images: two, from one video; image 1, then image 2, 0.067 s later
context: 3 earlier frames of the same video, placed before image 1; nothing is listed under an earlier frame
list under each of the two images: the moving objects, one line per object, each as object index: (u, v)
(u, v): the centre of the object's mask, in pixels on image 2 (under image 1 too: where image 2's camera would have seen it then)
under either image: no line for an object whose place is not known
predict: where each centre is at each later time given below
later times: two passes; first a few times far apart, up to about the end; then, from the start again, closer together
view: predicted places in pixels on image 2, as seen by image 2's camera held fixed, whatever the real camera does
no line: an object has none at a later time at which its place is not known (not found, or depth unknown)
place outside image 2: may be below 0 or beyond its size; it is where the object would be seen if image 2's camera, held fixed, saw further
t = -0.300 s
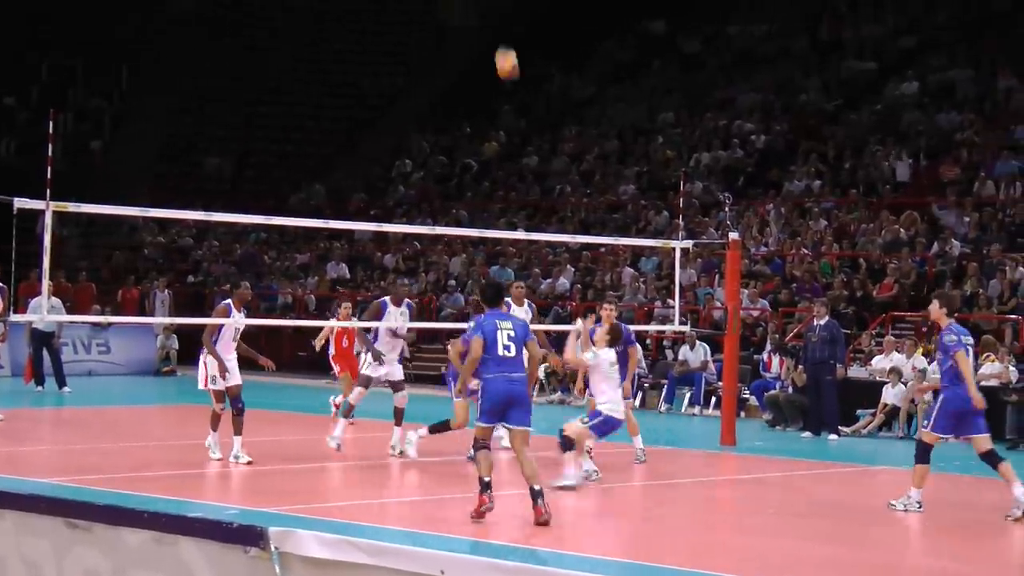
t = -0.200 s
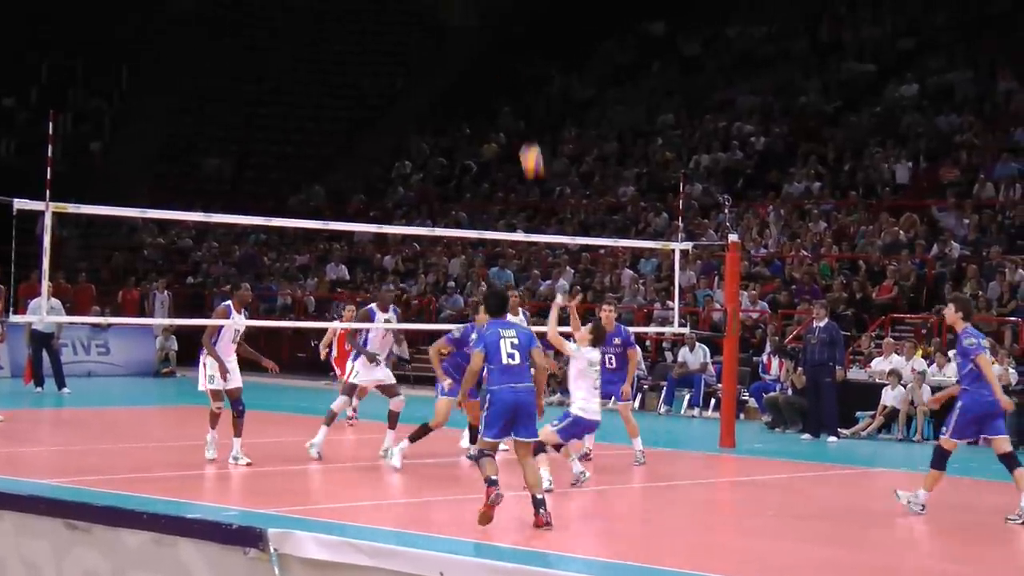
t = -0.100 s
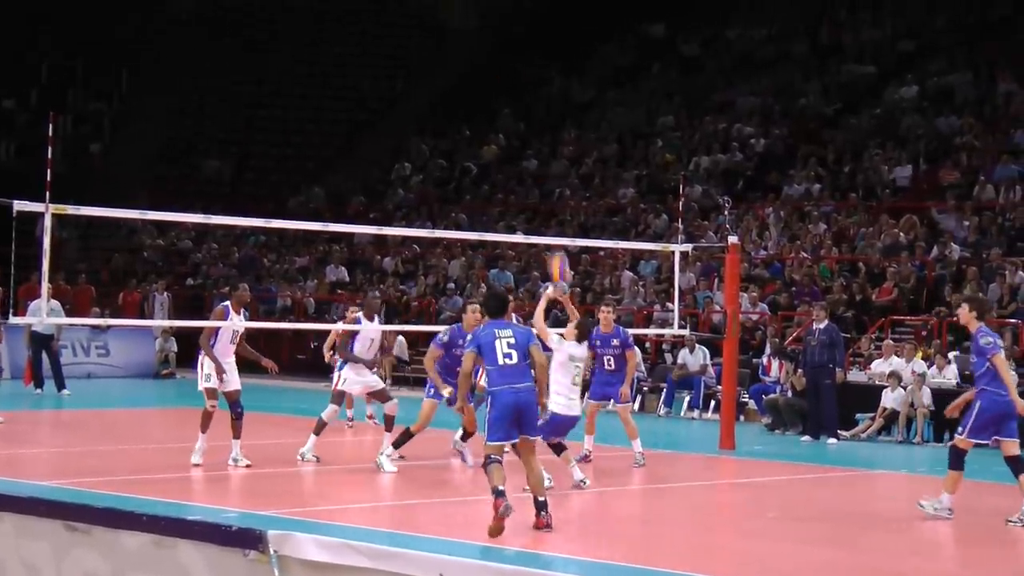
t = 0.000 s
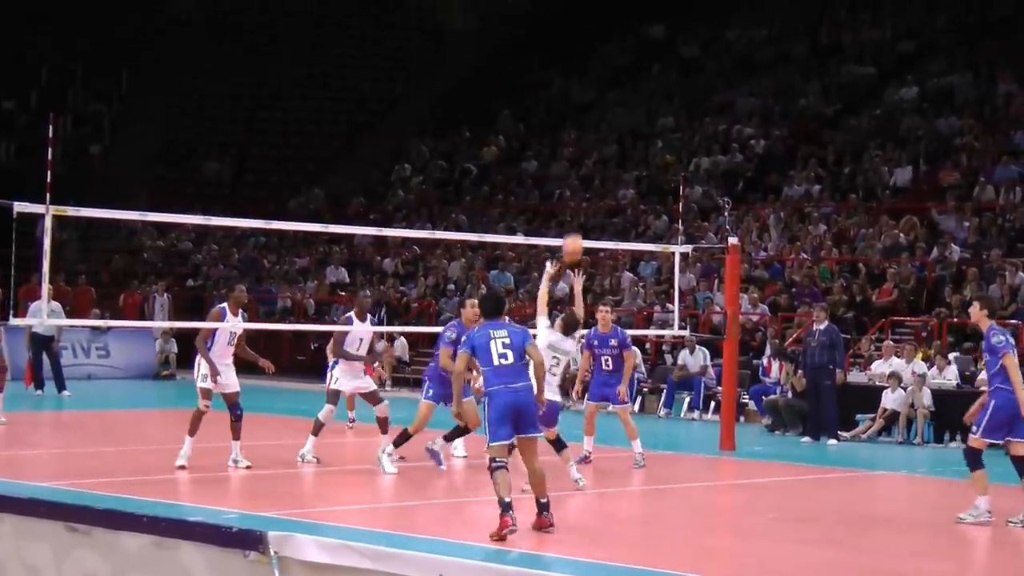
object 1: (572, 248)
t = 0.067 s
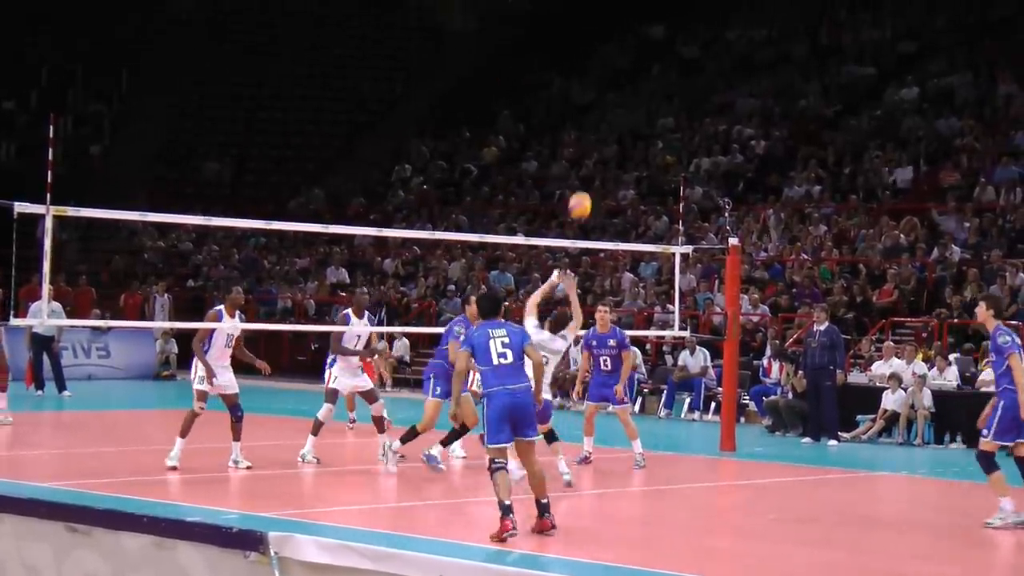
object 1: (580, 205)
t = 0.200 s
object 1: (593, 136)
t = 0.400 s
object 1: (611, 70)
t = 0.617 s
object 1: (630, 48)
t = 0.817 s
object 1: (644, 67)
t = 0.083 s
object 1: (581, 195)
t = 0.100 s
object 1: (583, 186)
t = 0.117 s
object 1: (585, 177)
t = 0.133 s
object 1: (587, 168)
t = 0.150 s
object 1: (588, 160)
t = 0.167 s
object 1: (590, 151)
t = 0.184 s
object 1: (592, 144)
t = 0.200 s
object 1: (593, 136)
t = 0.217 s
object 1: (595, 129)
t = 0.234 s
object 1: (596, 122)
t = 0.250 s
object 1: (598, 116)
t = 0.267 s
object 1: (599, 109)
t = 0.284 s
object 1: (601, 103)
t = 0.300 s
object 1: (602, 98)
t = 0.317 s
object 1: (604, 93)
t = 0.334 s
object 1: (605, 87)
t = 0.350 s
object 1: (607, 83)
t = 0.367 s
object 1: (608, 78)
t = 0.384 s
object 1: (610, 74)
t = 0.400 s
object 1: (611, 70)
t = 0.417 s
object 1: (612, 67)
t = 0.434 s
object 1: (614, 64)
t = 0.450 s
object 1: (615, 61)
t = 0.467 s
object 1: (617, 58)
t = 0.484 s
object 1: (618, 56)
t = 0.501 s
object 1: (620, 54)
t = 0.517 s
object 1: (621, 52)
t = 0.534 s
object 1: (623, 50)
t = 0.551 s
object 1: (624, 49)
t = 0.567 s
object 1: (625, 48)
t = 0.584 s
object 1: (627, 48)
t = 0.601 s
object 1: (628, 47)
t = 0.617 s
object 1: (630, 48)
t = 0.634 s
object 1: (631, 47)
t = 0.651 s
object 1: (632, 48)
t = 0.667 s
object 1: (633, 49)
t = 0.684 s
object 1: (635, 50)
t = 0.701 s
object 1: (635, 51)
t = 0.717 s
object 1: (637, 53)
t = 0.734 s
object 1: (638, 54)
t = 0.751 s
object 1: (639, 56)
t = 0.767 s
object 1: (640, 58)
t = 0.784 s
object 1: (641, 61)
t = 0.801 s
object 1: (642, 64)
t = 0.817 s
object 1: (644, 67)
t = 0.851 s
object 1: (646, 74)
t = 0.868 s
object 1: (646, 76)
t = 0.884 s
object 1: (648, 81)
